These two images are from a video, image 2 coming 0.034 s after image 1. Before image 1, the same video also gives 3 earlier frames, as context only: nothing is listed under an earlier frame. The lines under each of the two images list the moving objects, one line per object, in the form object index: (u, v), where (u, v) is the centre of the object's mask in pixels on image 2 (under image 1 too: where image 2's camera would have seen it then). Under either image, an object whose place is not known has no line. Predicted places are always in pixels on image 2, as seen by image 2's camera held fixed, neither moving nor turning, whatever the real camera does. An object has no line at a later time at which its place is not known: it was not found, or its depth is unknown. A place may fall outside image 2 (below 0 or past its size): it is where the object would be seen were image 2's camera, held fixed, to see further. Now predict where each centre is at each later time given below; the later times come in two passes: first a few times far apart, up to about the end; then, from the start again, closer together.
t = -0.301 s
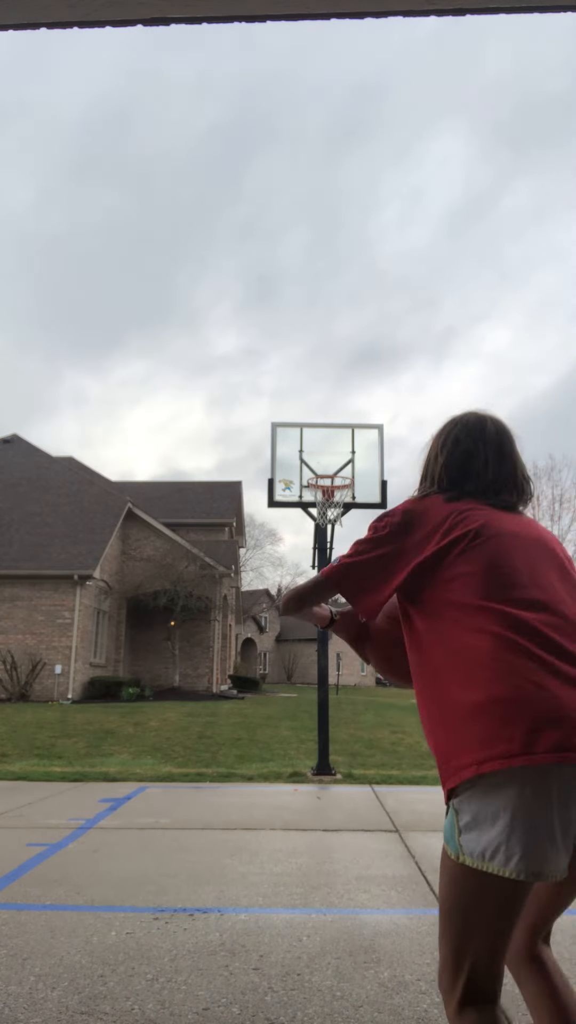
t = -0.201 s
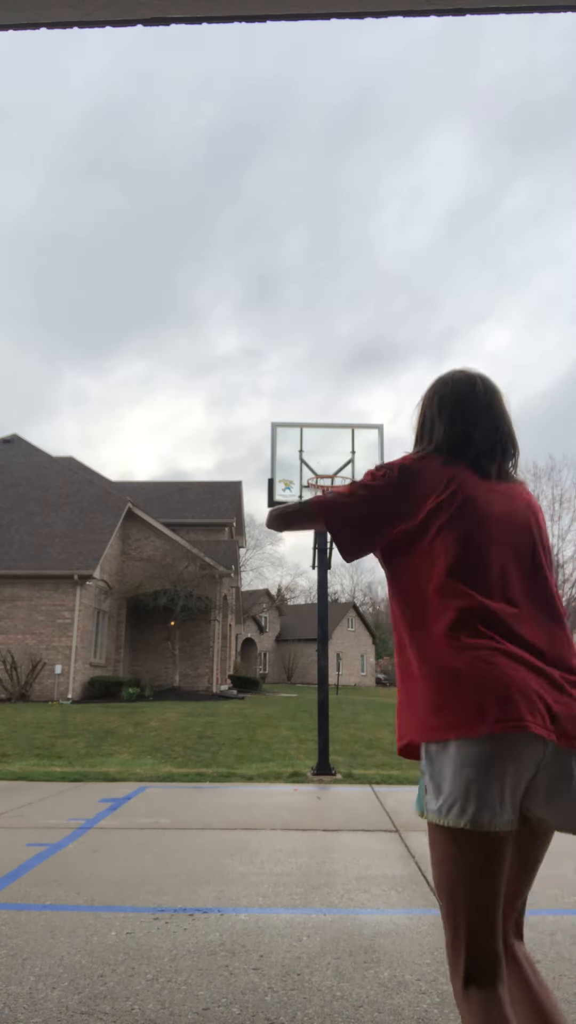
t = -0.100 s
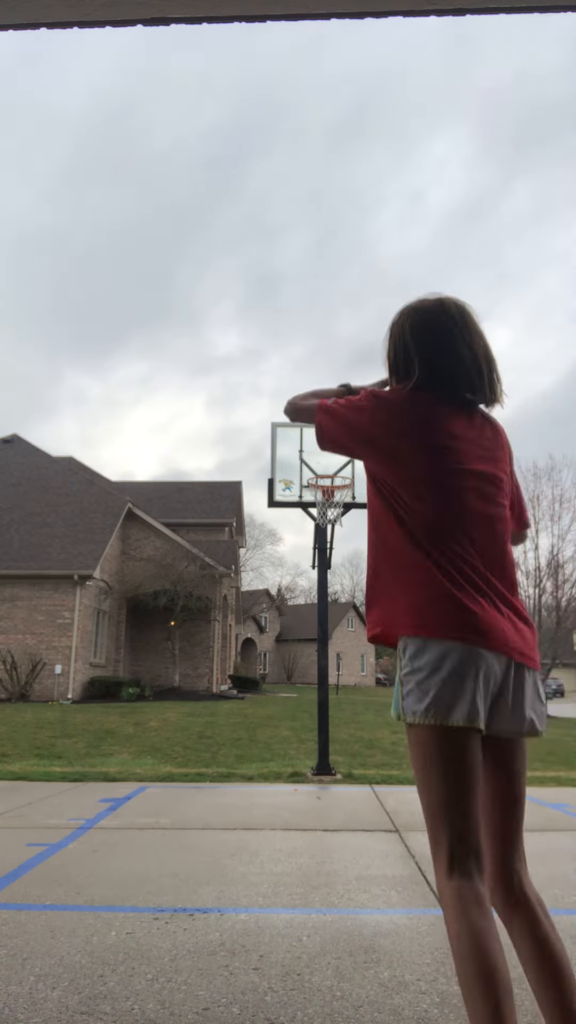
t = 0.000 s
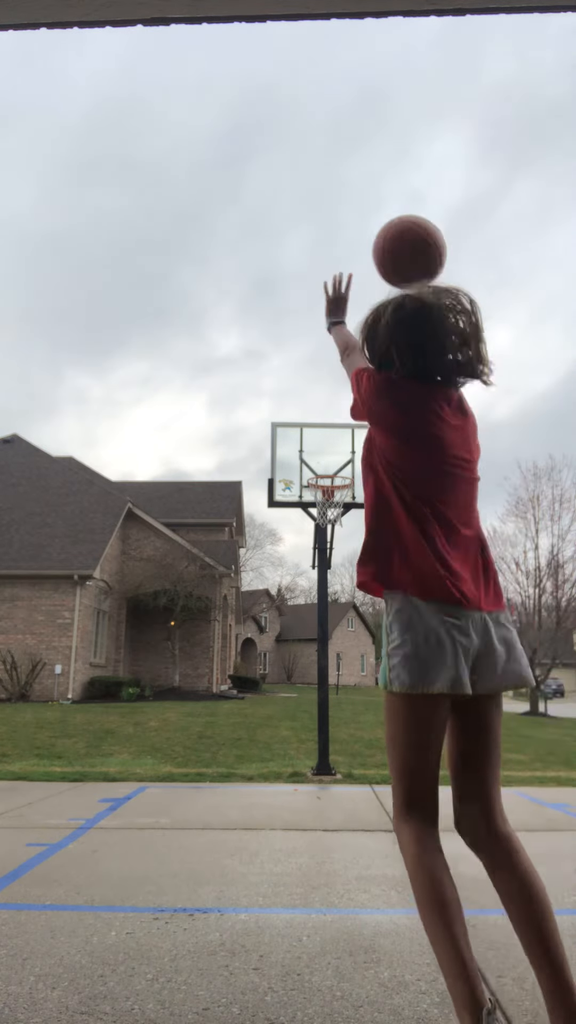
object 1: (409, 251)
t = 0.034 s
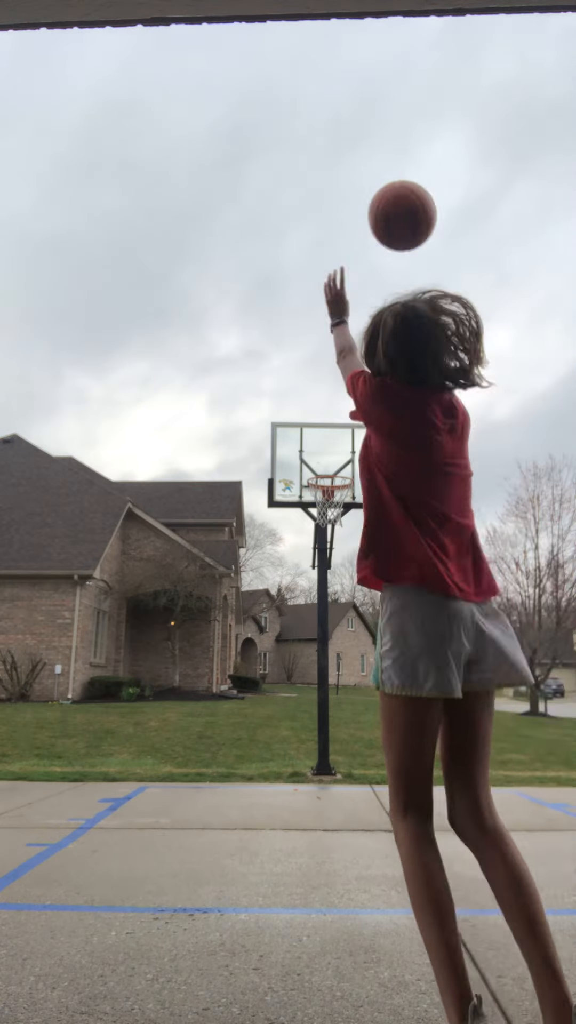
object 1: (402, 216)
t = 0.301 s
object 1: (369, 105)
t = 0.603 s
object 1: (353, 144)
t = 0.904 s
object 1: (343, 257)
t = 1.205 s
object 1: (337, 417)
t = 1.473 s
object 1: (326, 537)
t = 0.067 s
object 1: (396, 186)
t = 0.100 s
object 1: (391, 163)
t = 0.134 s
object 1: (386, 145)
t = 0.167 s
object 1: (381, 131)
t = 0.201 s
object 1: (378, 121)
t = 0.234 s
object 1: (374, 113)
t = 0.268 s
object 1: (371, 108)
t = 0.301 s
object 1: (369, 105)
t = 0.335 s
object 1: (366, 103)
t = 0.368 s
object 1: (364, 104)
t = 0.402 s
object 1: (362, 106)
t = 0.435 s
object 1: (360, 109)
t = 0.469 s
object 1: (358, 114)
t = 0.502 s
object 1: (357, 120)
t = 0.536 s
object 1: (355, 127)
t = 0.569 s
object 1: (354, 135)
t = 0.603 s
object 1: (353, 144)
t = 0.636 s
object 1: (351, 154)
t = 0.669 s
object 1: (350, 164)
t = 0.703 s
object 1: (349, 175)
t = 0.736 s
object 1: (348, 187)
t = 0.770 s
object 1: (347, 200)
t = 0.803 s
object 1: (346, 213)
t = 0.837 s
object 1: (345, 227)
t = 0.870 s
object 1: (344, 242)
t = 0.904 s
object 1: (343, 257)
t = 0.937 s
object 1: (342, 273)
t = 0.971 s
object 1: (342, 289)
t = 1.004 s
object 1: (341, 306)
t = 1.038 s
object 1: (340, 323)
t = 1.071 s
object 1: (339, 341)
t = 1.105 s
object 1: (339, 359)
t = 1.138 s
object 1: (338, 378)
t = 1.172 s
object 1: (337, 397)
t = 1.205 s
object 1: (337, 417)
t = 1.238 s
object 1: (336, 437)
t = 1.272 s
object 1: (336, 458)
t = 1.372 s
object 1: (328, 503)
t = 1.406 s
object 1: (327, 517)
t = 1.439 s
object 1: (325, 525)
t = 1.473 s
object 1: (326, 537)
